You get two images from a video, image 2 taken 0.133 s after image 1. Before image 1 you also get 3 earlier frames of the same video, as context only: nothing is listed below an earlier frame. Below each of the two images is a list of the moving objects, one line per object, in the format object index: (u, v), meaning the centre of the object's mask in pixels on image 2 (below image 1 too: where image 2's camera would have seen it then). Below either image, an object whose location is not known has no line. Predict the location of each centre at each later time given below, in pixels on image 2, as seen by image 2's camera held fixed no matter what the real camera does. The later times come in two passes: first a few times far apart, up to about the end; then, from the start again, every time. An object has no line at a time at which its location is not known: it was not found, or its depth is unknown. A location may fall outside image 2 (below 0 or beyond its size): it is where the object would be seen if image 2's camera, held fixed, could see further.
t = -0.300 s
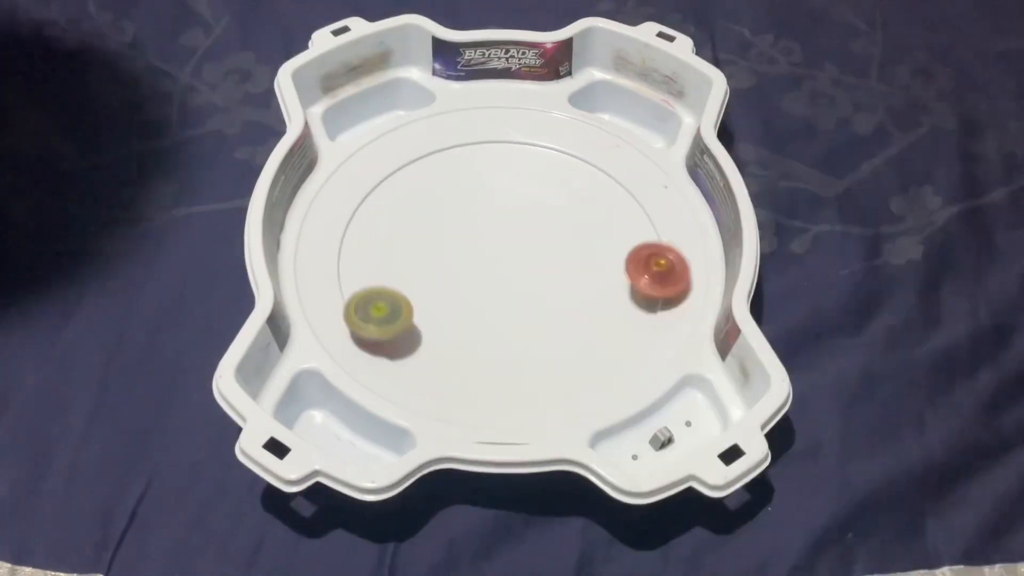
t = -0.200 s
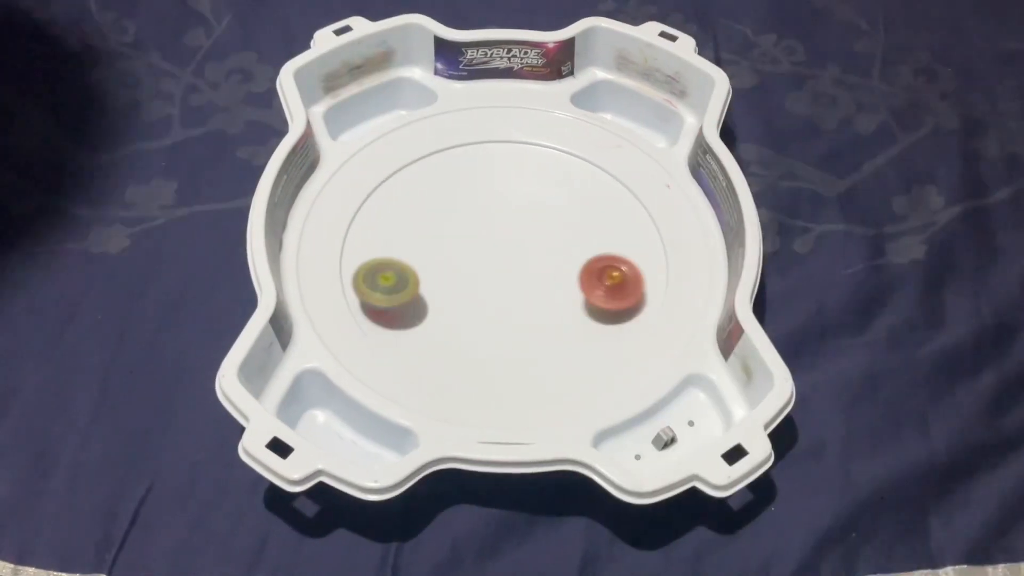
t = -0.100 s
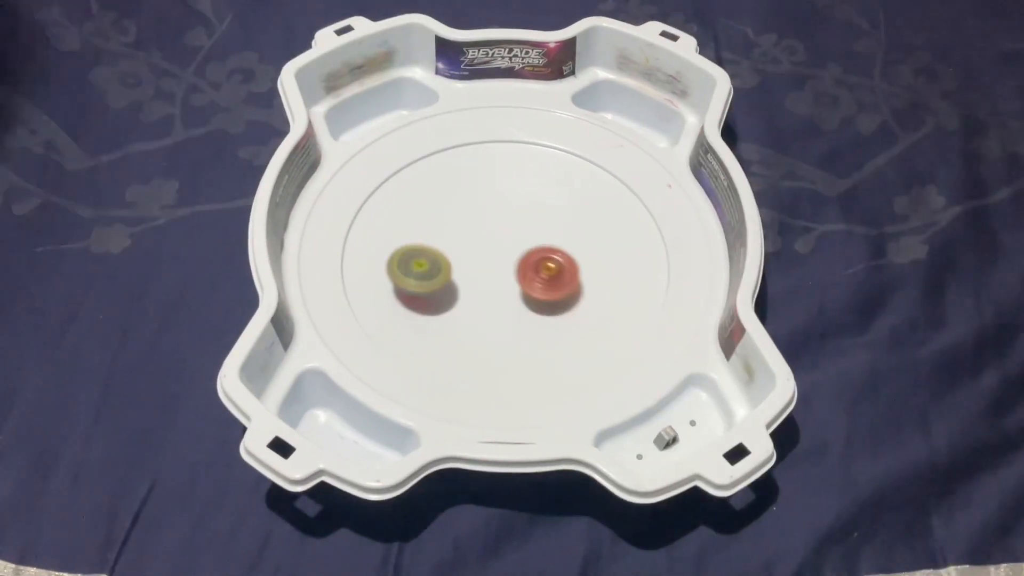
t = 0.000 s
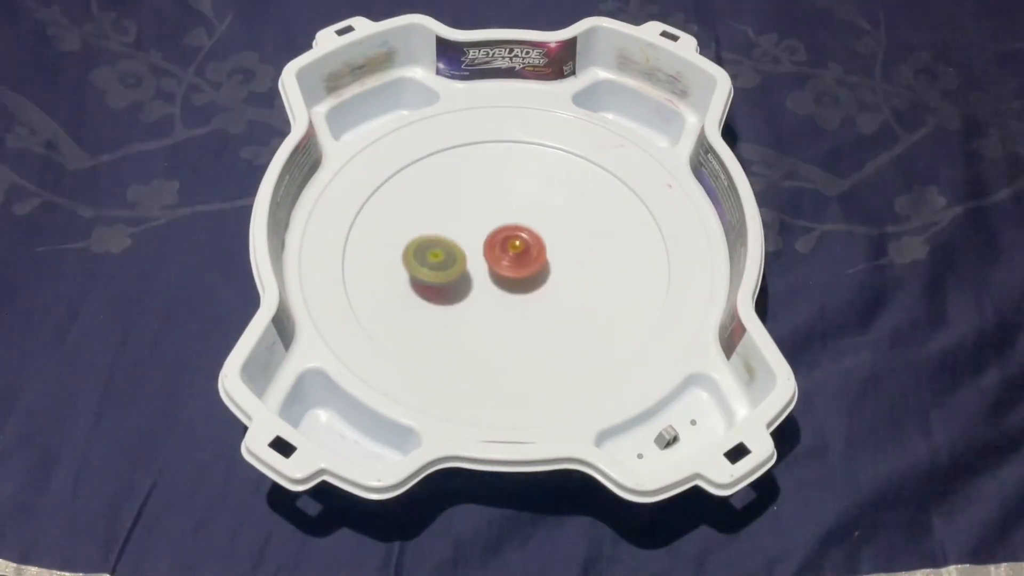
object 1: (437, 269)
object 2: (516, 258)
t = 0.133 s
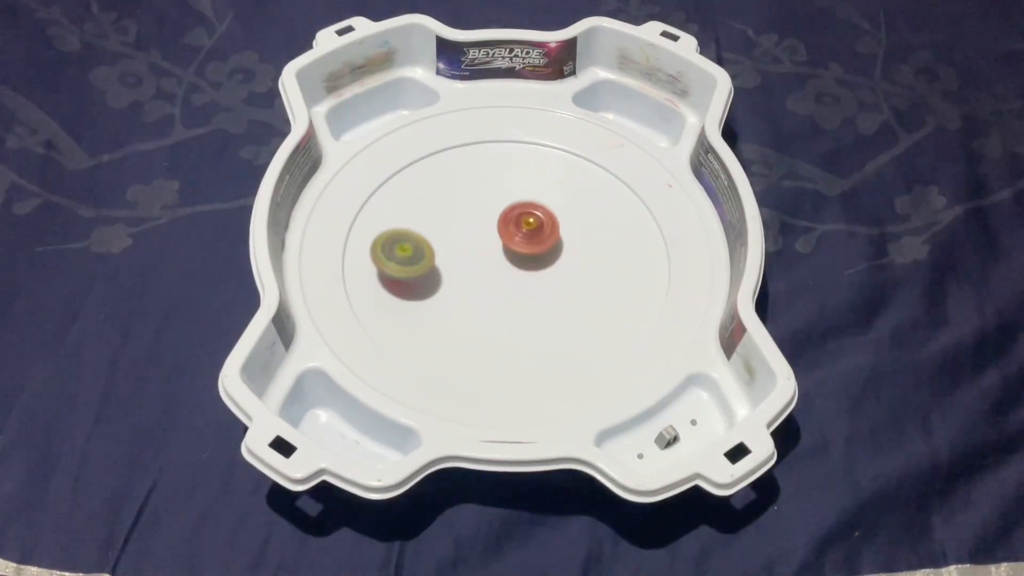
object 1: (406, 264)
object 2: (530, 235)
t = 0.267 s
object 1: (394, 279)
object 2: (528, 222)
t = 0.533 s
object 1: (497, 270)
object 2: (503, 212)
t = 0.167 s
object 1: (400, 266)
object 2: (530, 231)
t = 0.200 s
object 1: (396, 269)
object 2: (531, 228)
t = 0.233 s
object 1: (393, 274)
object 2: (530, 225)
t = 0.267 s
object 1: (394, 279)
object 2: (528, 222)
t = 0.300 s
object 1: (398, 285)
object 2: (526, 220)
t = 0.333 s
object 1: (405, 291)
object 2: (524, 218)
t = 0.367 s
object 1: (416, 296)
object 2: (521, 216)
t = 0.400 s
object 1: (431, 299)
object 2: (518, 215)
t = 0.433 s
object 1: (449, 298)
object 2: (514, 215)
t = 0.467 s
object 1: (467, 293)
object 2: (510, 215)
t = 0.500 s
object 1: (483, 283)
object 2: (506, 215)
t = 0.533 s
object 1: (497, 270)
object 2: (503, 212)
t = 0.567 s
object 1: (506, 264)
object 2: (502, 206)
